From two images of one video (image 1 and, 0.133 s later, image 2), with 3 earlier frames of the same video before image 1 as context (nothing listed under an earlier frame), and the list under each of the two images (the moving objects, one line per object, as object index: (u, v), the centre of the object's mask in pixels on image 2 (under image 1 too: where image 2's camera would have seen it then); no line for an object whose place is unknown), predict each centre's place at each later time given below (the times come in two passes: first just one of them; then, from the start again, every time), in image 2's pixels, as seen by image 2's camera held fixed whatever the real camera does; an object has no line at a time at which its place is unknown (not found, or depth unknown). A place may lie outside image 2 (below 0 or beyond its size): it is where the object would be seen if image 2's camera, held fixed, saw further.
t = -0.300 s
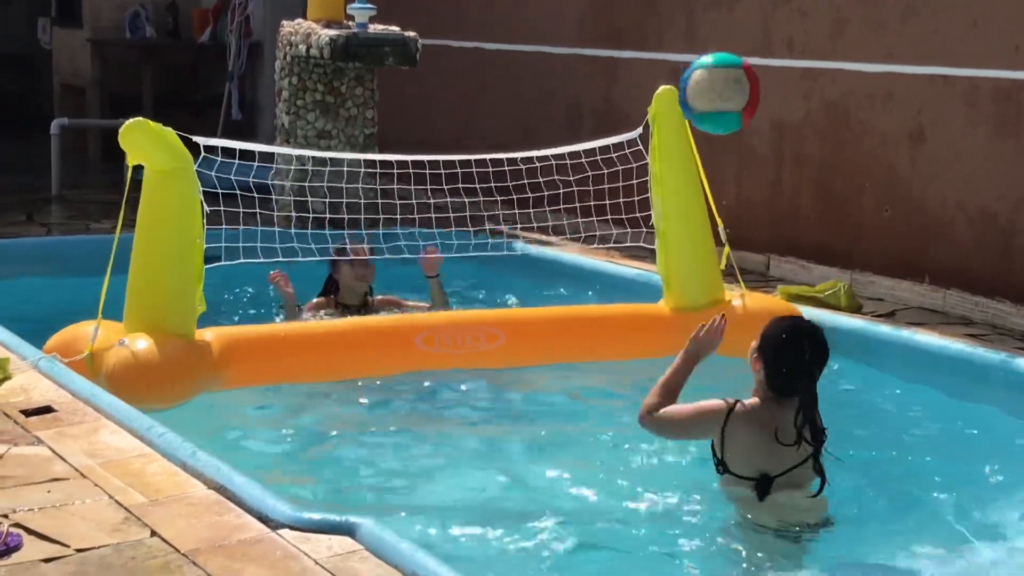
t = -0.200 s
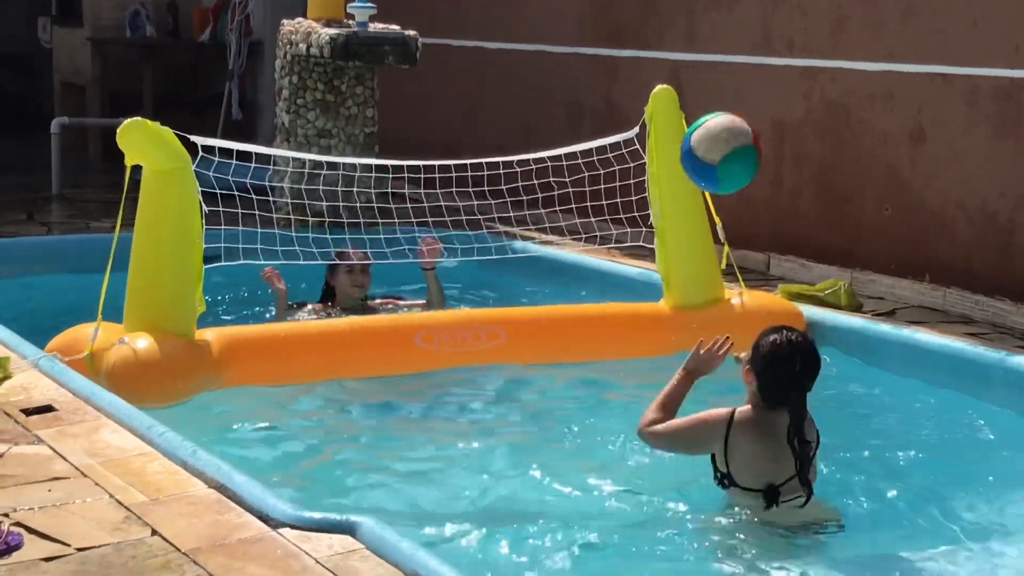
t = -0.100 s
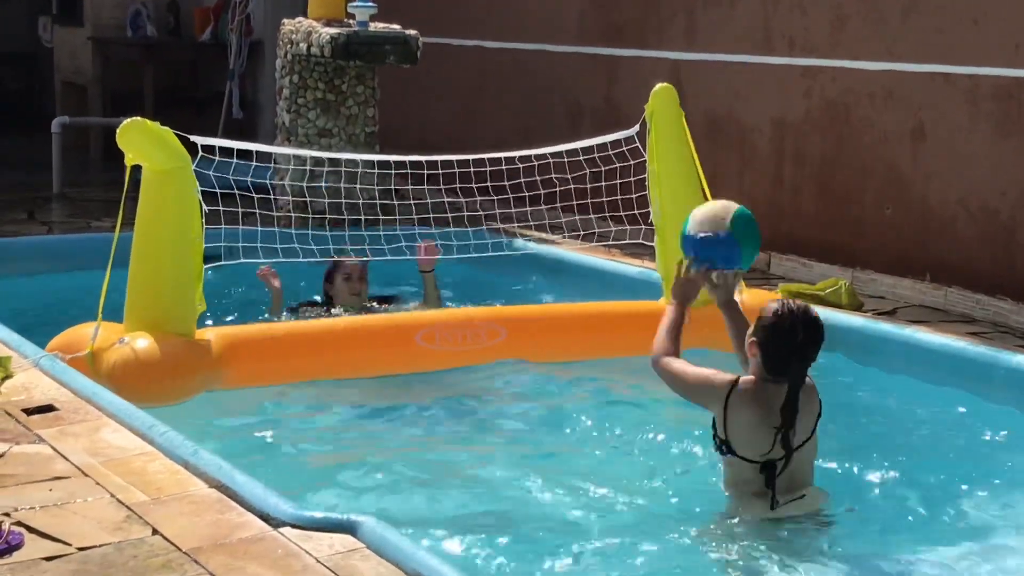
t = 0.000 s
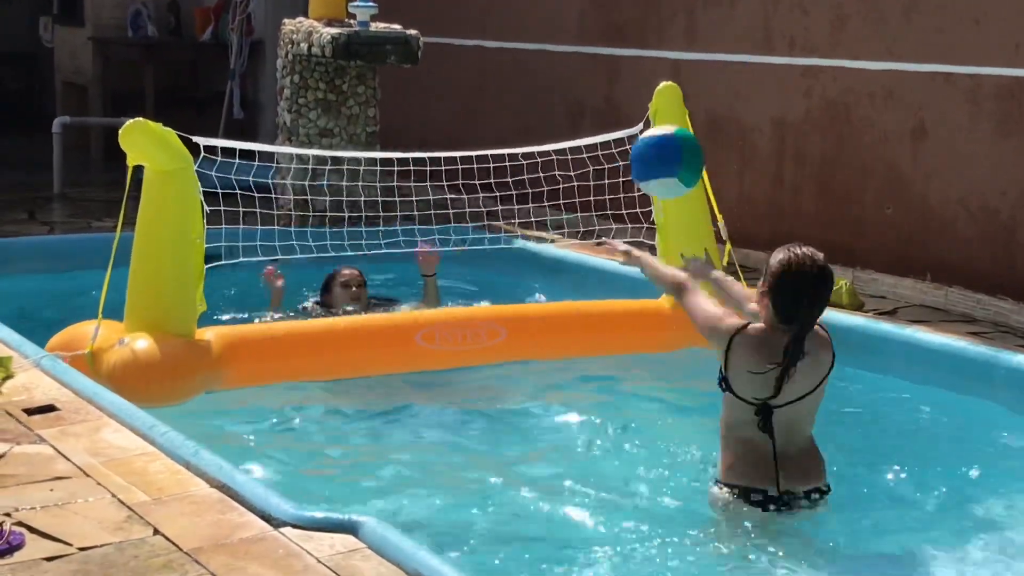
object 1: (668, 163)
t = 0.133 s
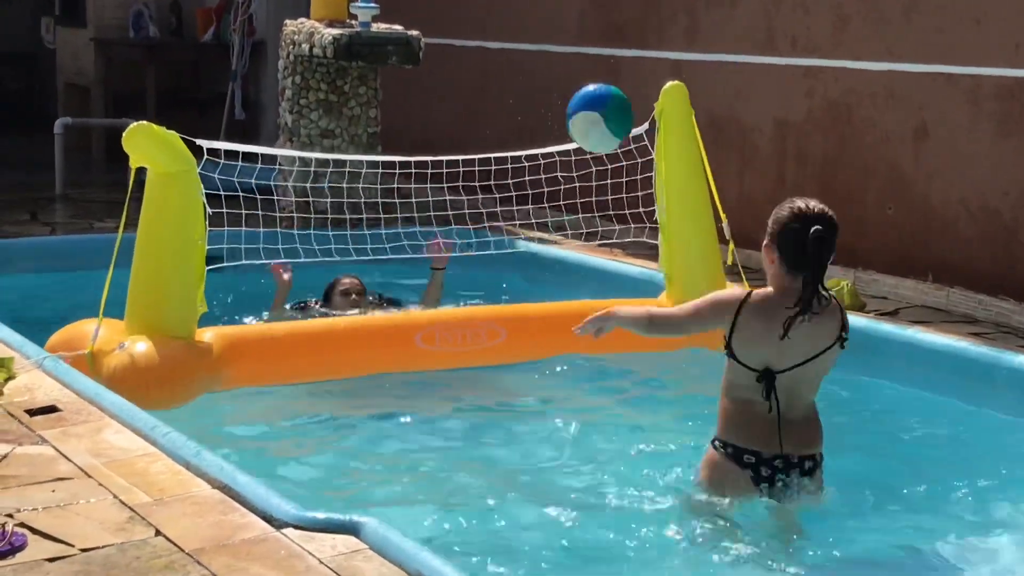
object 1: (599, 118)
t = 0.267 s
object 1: (542, 134)
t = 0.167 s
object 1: (584, 117)
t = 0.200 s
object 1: (570, 120)
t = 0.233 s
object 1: (556, 126)
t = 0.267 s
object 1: (542, 134)
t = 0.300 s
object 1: (532, 145)
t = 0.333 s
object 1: (523, 153)
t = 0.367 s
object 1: (515, 165)
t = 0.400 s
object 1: (505, 181)
